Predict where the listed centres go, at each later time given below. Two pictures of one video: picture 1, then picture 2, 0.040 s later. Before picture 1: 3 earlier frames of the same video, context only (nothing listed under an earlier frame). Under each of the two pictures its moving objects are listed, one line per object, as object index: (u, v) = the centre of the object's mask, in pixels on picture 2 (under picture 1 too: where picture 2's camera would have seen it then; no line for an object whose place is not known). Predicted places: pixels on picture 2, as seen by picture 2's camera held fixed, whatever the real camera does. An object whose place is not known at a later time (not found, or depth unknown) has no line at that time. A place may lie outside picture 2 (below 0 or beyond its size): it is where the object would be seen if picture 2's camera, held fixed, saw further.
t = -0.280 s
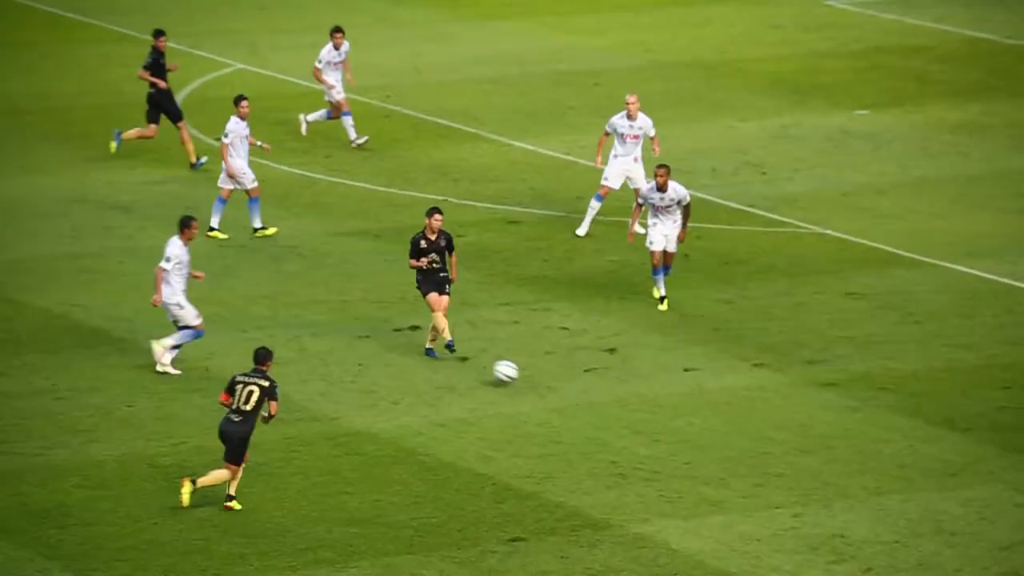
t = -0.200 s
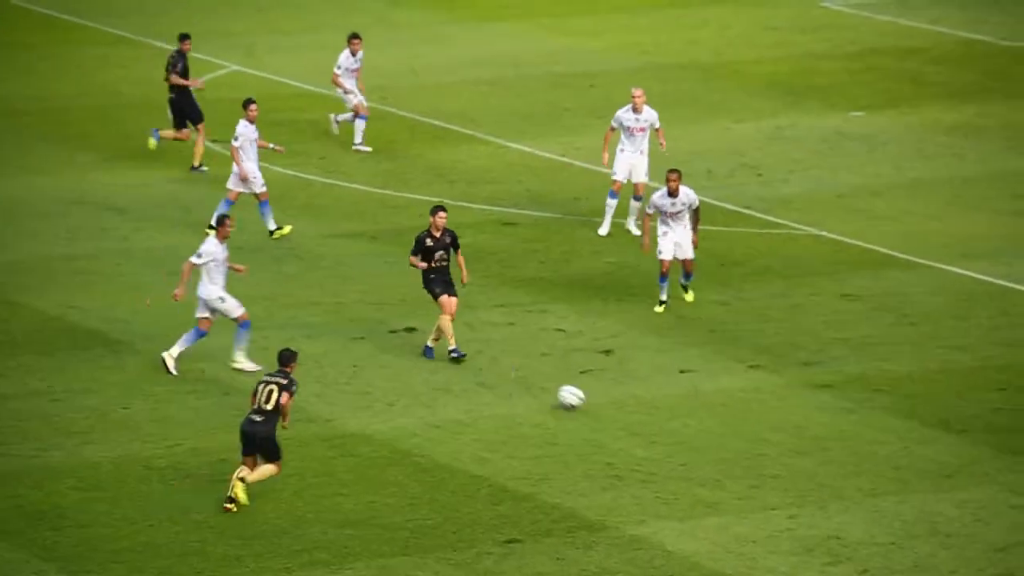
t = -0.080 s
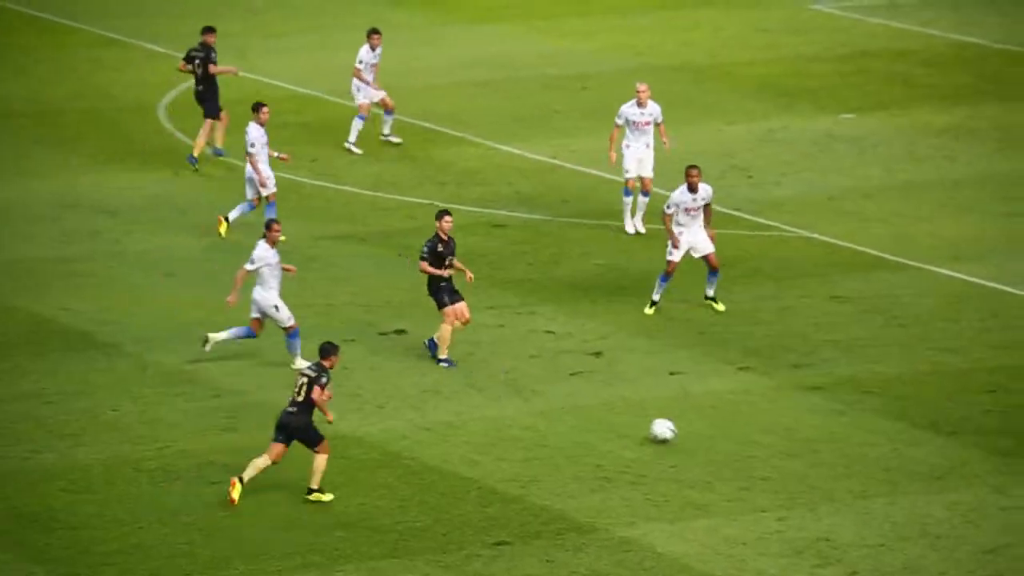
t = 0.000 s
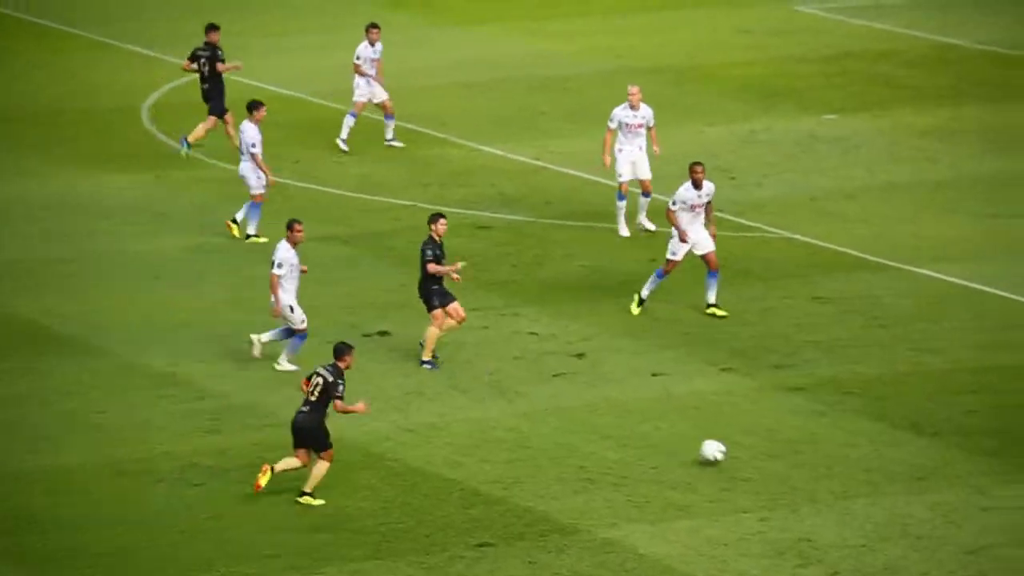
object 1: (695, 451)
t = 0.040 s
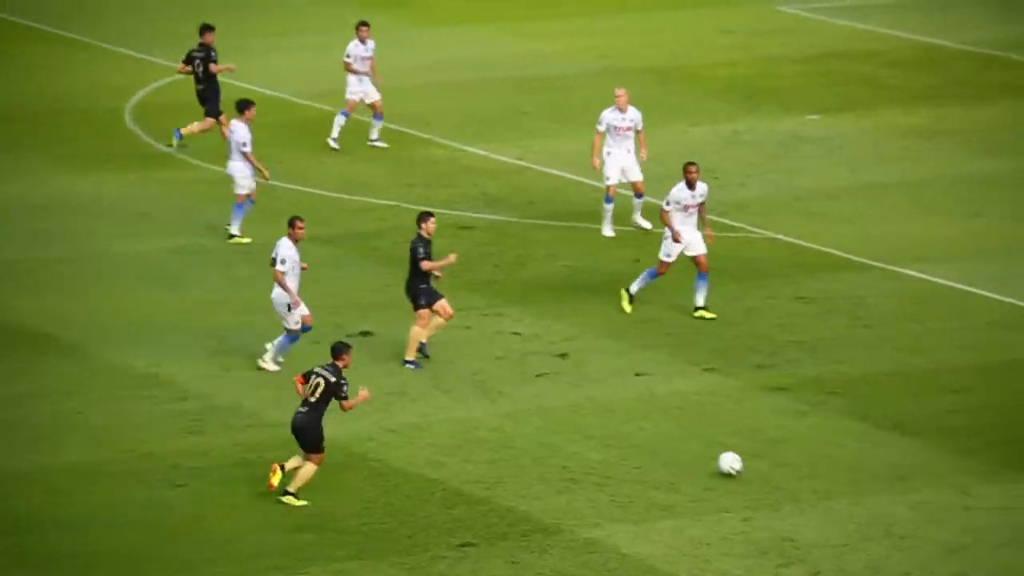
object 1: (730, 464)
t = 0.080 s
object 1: (765, 478)
